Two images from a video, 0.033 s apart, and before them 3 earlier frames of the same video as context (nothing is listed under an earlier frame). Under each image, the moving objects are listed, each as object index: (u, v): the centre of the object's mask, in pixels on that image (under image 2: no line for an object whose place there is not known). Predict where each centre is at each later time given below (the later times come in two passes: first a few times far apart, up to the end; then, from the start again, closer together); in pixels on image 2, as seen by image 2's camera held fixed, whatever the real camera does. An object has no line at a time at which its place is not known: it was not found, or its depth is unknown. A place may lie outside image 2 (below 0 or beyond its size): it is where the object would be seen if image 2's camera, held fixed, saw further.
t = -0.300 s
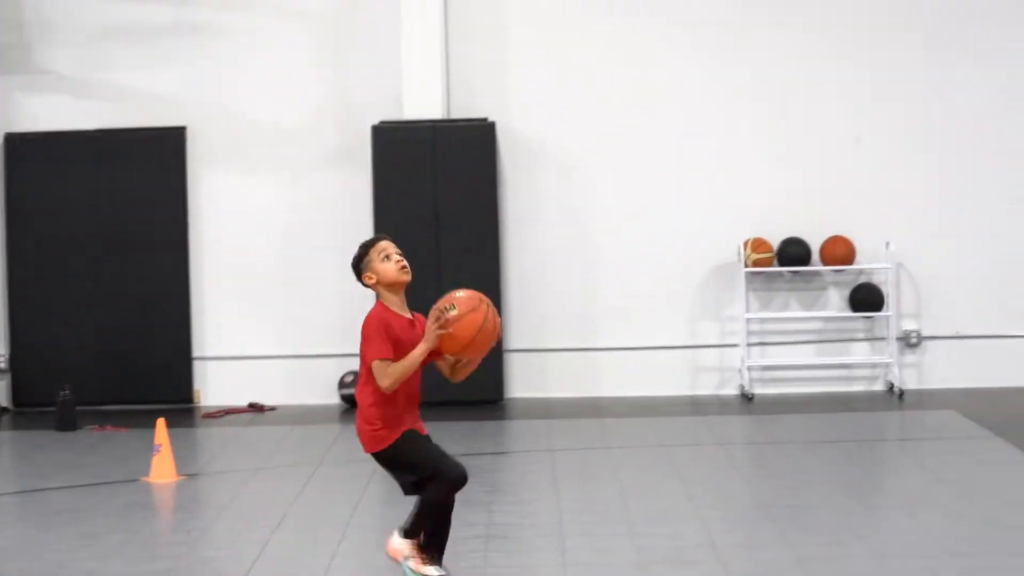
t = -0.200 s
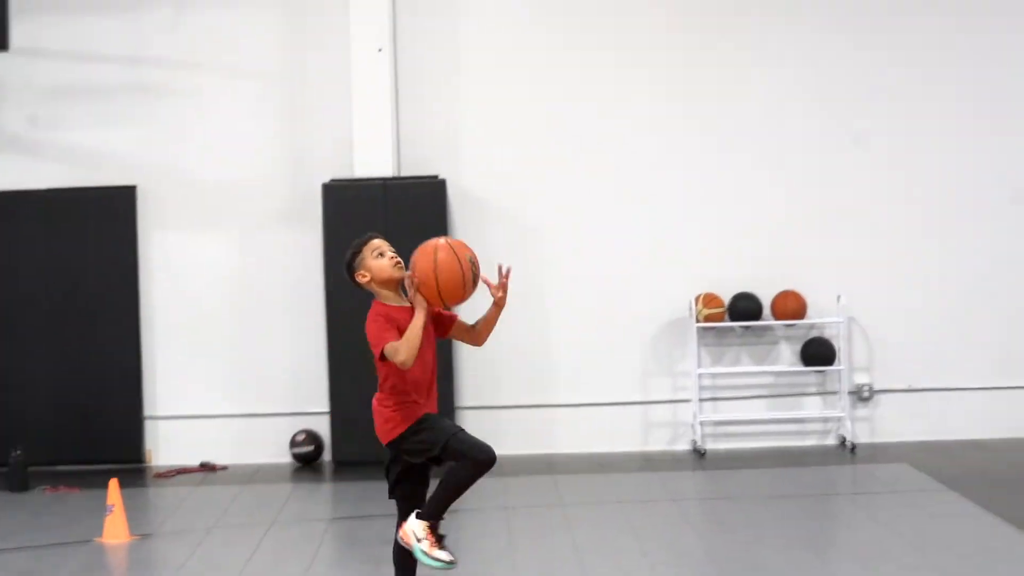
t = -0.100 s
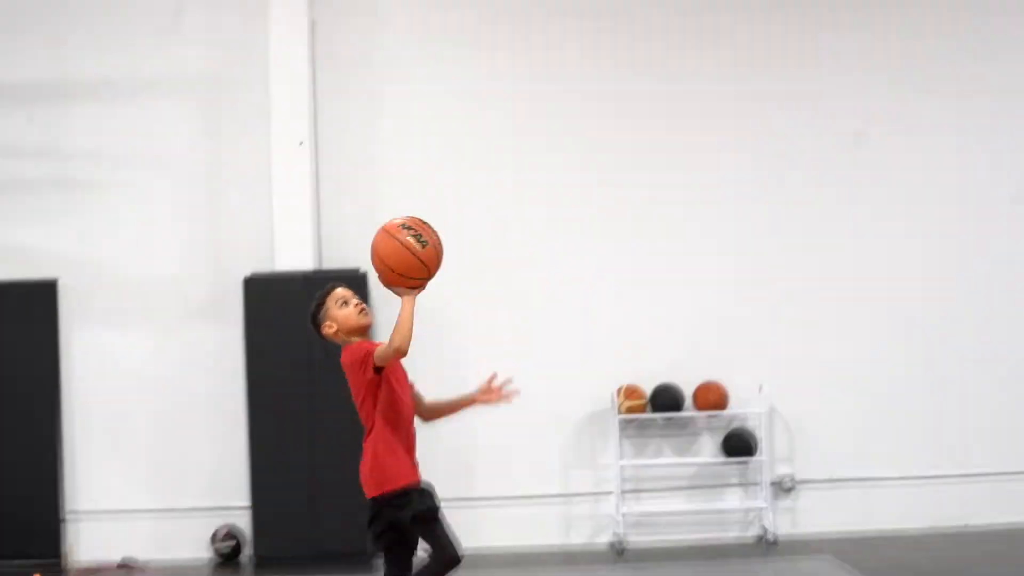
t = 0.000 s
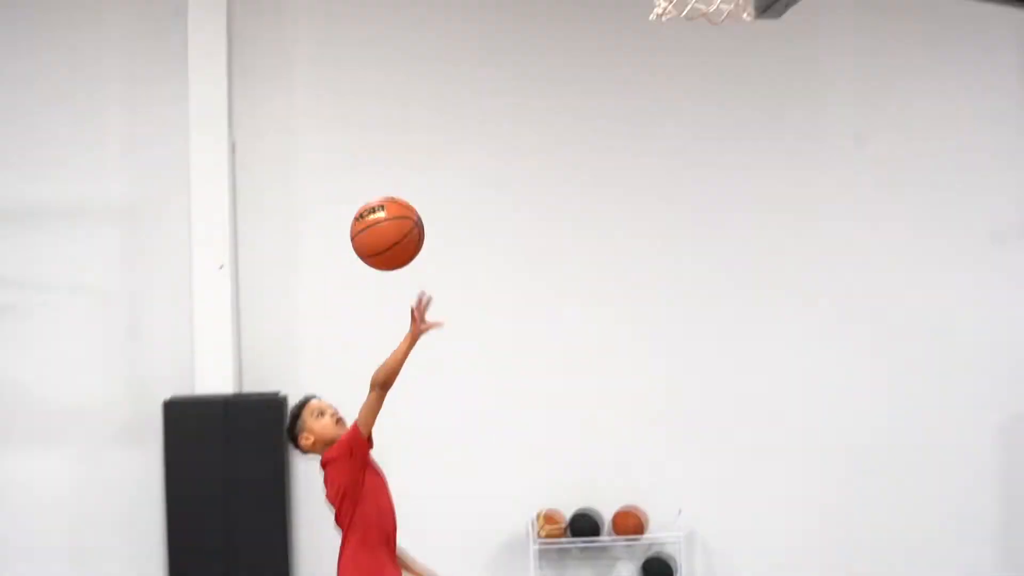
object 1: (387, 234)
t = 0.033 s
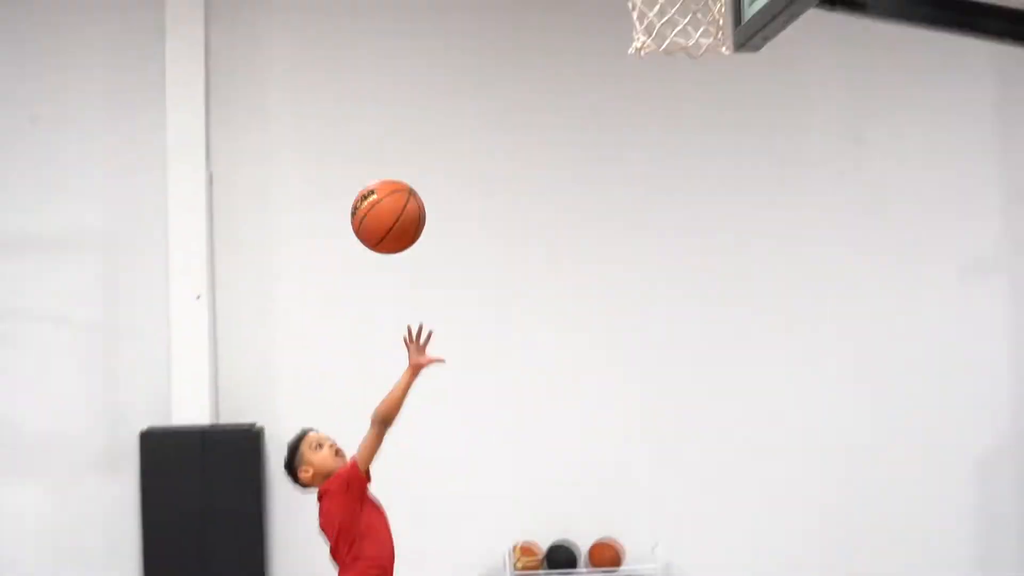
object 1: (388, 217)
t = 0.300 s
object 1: (577, -63)
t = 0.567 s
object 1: (733, -170)
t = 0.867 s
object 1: (621, -151)
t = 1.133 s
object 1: (687, -81)
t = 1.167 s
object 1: (695, -55)
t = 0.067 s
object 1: (411, 172)
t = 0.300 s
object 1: (577, -63)
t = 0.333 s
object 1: (619, -90)
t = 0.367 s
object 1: (648, -114)
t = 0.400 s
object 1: (678, -131)
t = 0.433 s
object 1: (707, -145)
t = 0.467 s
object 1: (744, -163)
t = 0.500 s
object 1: (764, -162)
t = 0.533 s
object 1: (744, -151)
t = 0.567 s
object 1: (733, -170)
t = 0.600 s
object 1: (720, -179)
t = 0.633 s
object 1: (708, -187)
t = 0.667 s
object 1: (695, -190)
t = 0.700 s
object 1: (684, -190)
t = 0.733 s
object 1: (672, -188)
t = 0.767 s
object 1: (659, -184)
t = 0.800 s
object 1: (646, -178)
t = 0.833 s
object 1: (634, -171)
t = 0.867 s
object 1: (621, -151)
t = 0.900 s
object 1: (624, -151)
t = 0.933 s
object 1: (633, -154)
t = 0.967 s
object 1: (642, -154)
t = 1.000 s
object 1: (650, -148)
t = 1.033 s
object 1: (659, -134)
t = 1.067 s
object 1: (668, -121)
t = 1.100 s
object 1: (677, -98)
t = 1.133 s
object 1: (687, -81)
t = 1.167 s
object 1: (695, -55)
